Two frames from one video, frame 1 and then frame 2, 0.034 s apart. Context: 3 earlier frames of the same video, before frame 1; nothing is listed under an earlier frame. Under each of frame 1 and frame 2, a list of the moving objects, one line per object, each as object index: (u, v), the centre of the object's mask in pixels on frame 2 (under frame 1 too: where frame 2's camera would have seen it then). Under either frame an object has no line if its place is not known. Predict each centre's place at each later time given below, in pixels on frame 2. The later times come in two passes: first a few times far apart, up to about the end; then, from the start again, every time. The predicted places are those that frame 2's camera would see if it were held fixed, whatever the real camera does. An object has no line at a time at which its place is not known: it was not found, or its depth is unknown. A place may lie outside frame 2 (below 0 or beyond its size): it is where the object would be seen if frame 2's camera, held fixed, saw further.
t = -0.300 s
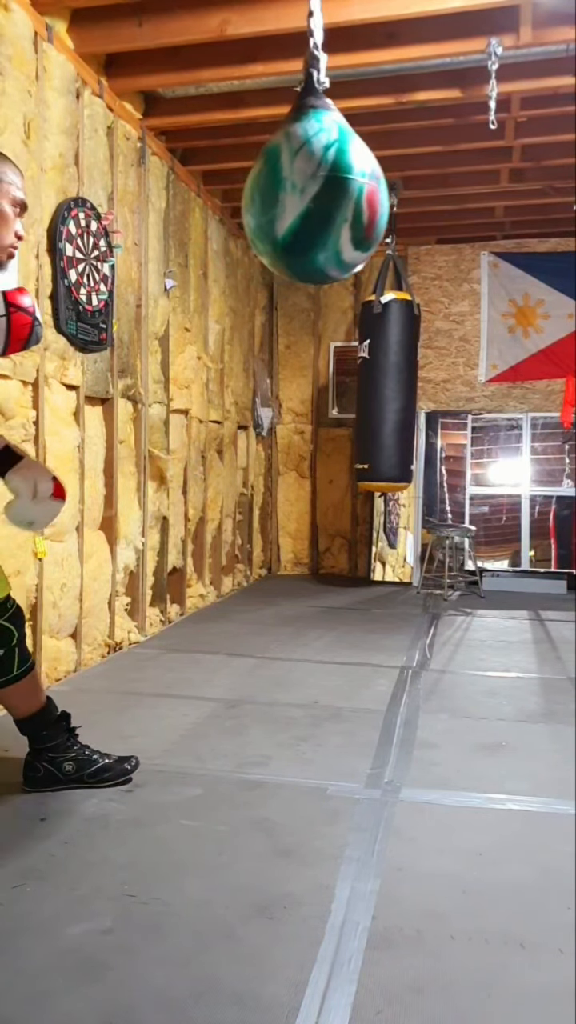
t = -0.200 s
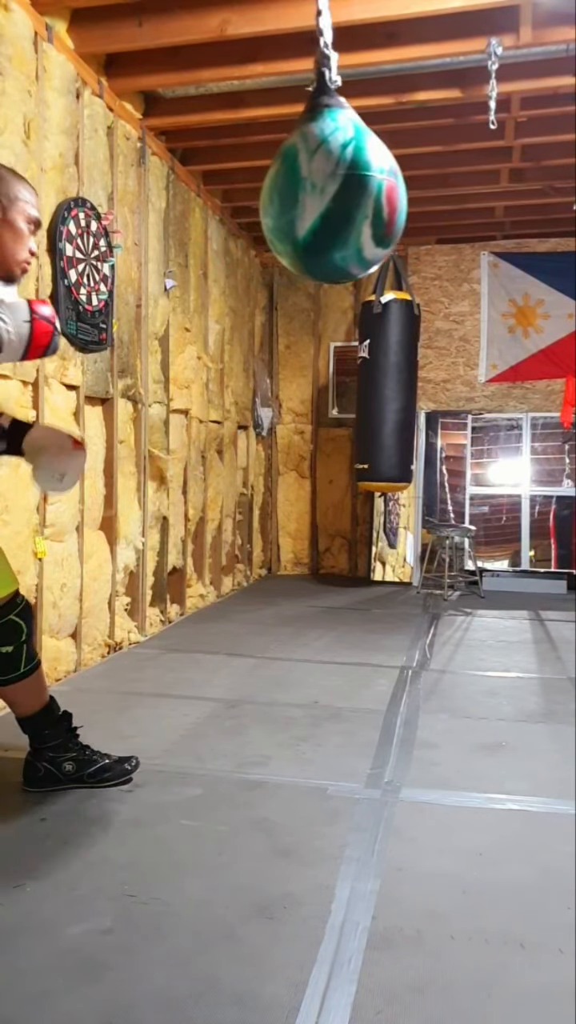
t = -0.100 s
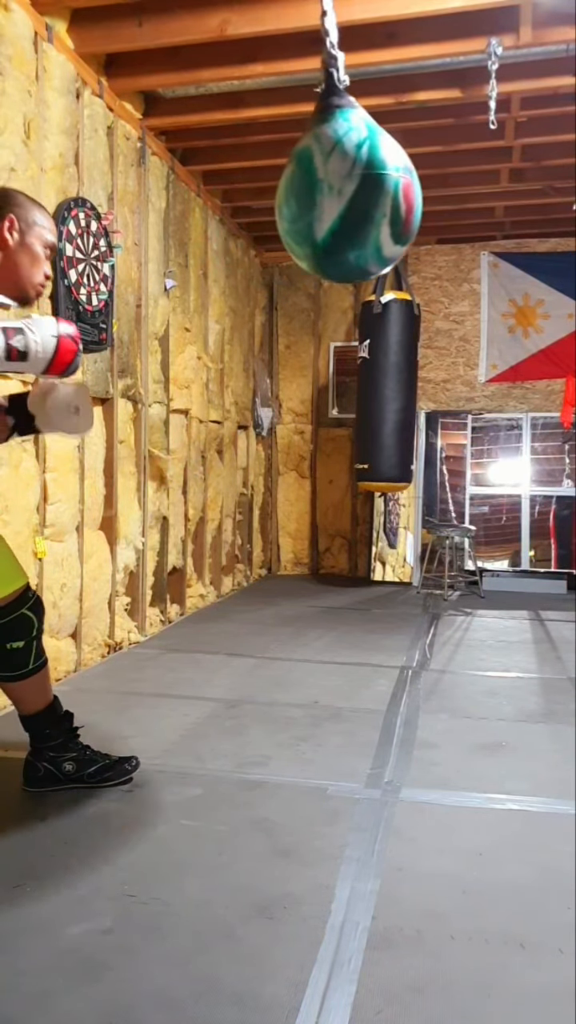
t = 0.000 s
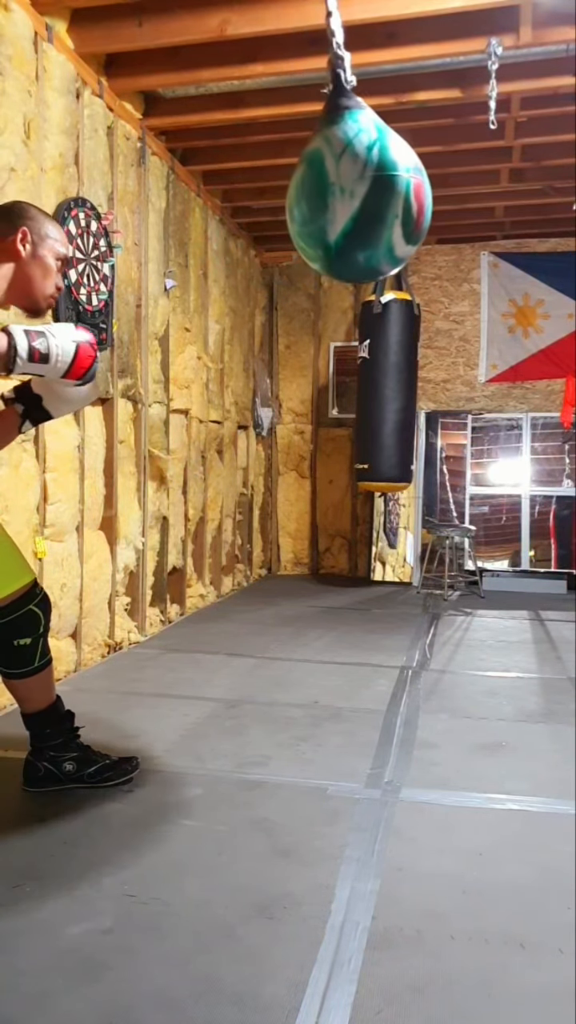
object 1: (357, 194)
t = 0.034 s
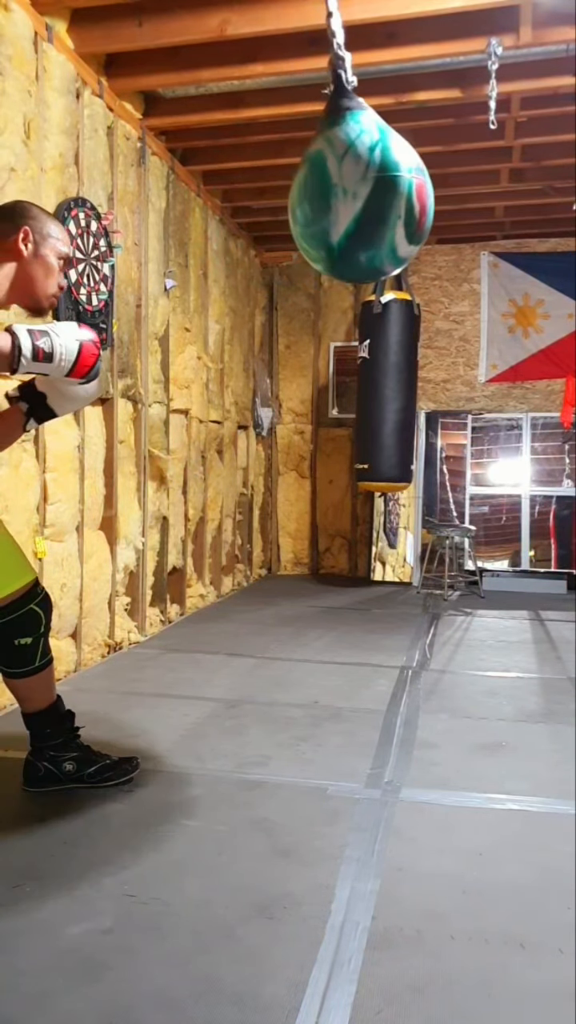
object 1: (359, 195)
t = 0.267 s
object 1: (355, 202)
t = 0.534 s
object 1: (319, 210)
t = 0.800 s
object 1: (276, 208)
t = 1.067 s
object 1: (259, 202)
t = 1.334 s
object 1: (279, 198)
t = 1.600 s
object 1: (325, 196)
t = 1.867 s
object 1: (358, 195)
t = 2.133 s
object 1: (354, 203)
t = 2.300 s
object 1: (332, 209)
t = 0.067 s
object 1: (361, 196)
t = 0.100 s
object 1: (362, 196)
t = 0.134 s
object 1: (362, 197)
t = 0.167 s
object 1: (361, 198)
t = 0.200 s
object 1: (360, 199)
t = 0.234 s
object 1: (358, 200)
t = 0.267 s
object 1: (355, 202)
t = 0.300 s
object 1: (352, 203)
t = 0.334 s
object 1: (349, 204)
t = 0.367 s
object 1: (345, 206)
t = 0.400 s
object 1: (340, 207)
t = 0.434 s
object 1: (335, 208)
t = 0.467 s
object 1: (330, 209)
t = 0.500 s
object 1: (325, 210)
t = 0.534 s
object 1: (319, 210)
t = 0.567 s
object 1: (313, 211)
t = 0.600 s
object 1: (307, 211)
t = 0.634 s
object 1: (302, 211)
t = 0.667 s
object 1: (296, 211)
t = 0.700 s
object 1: (291, 210)
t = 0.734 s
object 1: (286, 210)
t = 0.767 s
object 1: (281, 209)
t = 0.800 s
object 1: (276, 208)
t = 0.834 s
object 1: (273, 208)
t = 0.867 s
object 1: (269, 207)
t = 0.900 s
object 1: (266, 206)
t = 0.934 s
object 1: (263, 206)
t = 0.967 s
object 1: (261, 205)
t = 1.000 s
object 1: (260, 203)
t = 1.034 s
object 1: (259, 203)
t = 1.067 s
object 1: (259, 202)
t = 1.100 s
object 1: (259, 202)
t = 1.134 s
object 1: (260, 201)
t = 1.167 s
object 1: (262, 200)
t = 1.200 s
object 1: (264, 200)
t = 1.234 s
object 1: (267, 199)
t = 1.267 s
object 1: (271, 199)
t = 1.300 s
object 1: (275, 198)
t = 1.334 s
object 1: (279, 198)
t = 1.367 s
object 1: (284, 198)
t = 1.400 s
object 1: (290, 198)
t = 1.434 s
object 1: (295, 198)
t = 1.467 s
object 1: (301, 197)
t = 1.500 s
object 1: (307, 197)
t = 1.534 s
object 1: (313, 197)
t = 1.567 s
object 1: (319, 196)
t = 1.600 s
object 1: (325, 196)
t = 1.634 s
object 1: (330, 196)
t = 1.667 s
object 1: (336, 195)
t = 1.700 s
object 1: (341, 195)
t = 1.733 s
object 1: (346, 195)
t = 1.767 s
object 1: (350, 195)
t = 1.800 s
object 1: (353, 195)
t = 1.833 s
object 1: (356, 195)
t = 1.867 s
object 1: (358, 195)
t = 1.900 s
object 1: (360, 196)
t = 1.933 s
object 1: (361, 197)
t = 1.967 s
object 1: (362, 198)
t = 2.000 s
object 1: (361, 199)
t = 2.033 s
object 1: (360, 200)
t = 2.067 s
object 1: (359, 201)
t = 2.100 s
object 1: (356, 202)
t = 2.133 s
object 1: (354, 203)
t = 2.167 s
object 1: (350, 205)
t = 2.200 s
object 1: (346, 206)
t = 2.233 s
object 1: (342, 207)
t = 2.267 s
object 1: (337, 208)
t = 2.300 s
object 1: (332, 209)
